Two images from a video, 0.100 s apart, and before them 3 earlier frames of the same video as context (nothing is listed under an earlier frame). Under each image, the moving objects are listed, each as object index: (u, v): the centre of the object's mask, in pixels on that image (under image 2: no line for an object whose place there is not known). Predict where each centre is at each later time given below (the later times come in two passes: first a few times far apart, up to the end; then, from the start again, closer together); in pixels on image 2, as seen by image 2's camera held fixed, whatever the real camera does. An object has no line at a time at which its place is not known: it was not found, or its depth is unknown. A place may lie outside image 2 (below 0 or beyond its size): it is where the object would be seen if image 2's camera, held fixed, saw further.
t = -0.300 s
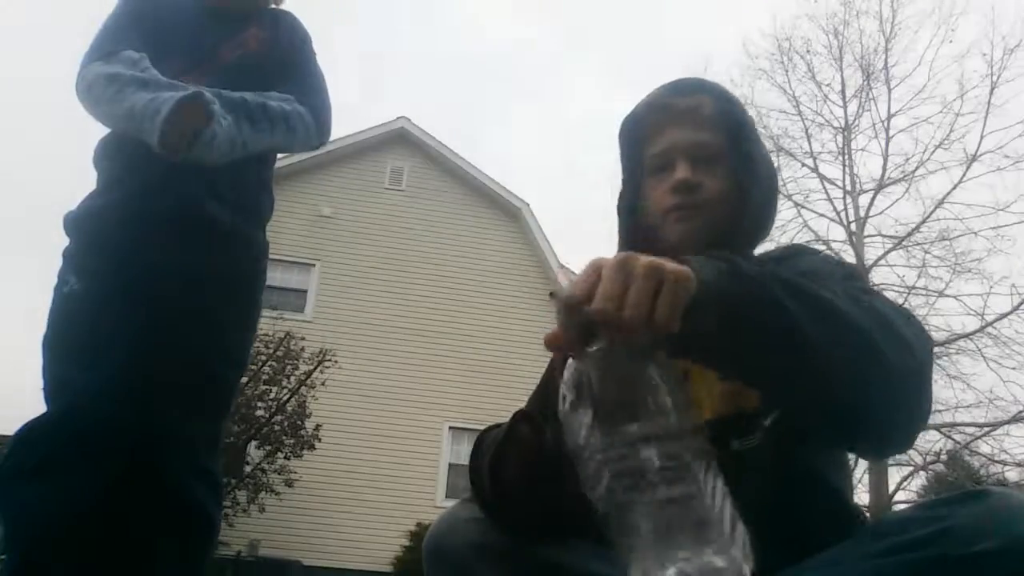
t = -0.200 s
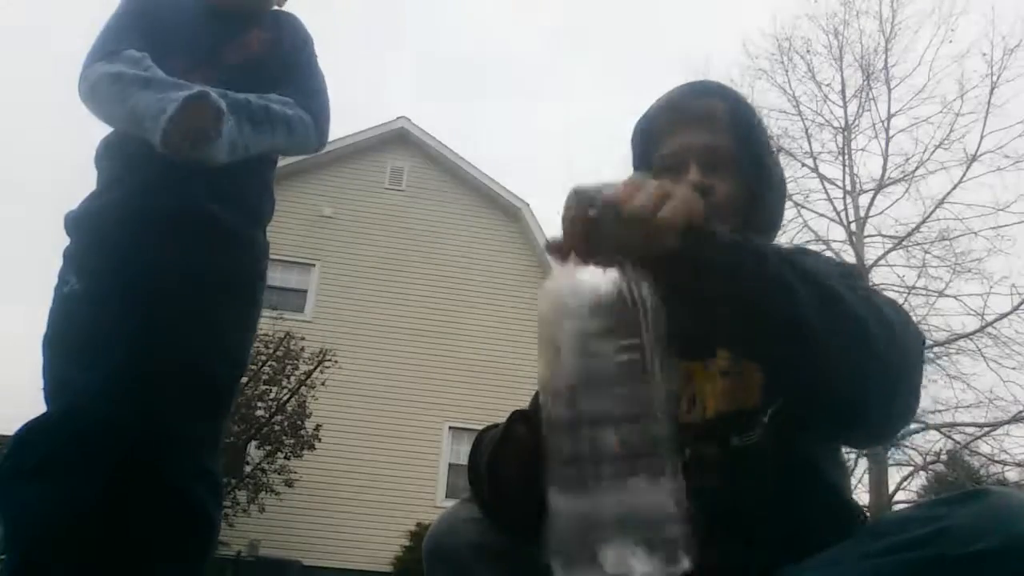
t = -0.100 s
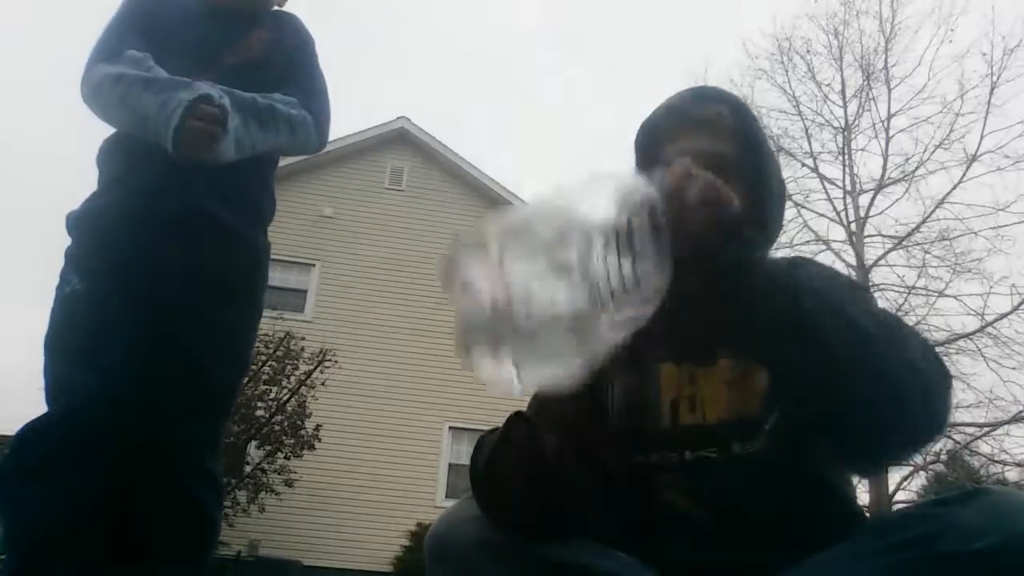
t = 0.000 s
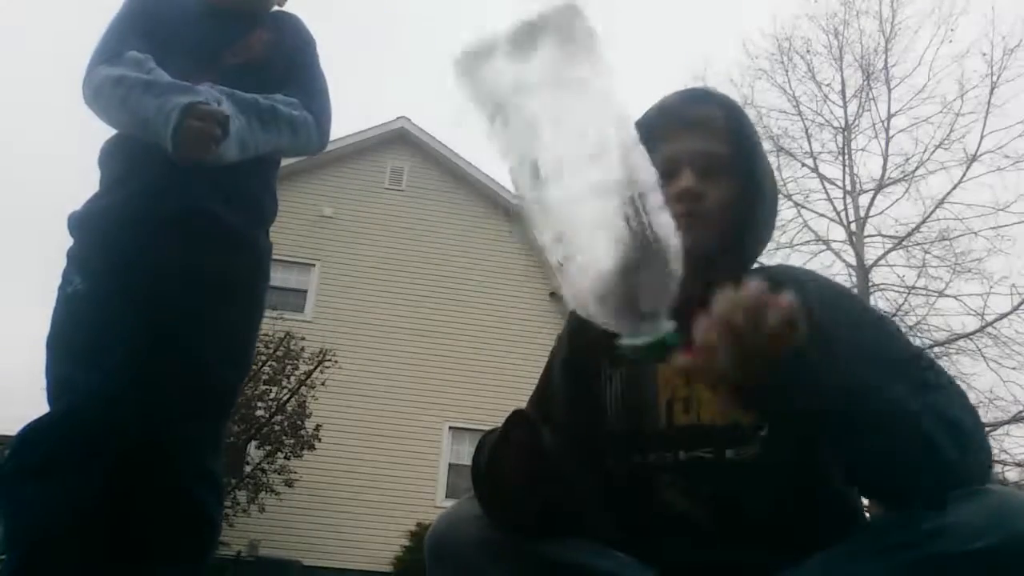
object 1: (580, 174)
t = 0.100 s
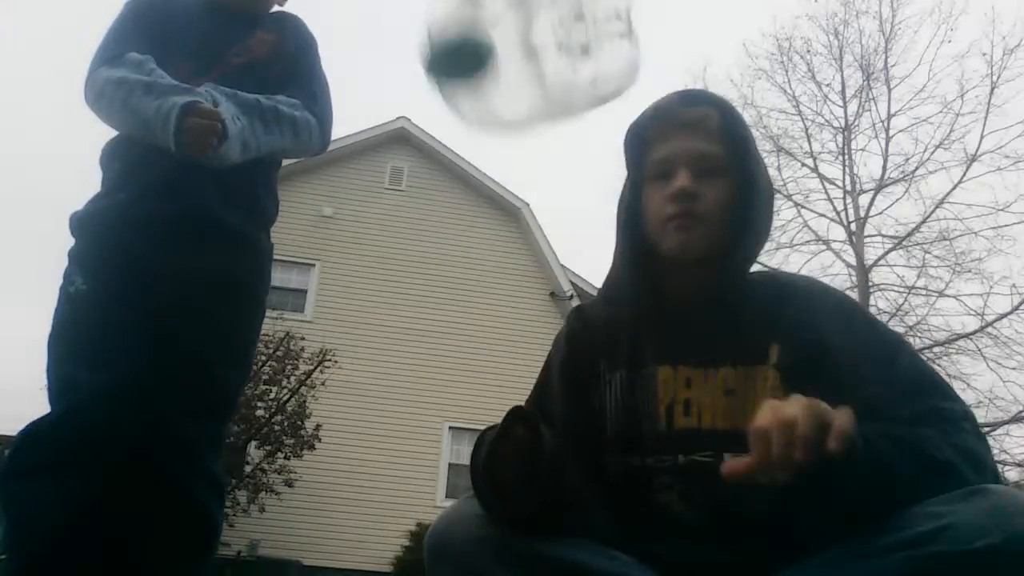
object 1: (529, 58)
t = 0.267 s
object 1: (563, 141)
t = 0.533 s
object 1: (560, 480)
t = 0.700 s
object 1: (528, 470)
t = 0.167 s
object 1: (567, 68)
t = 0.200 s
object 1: (569, 87)
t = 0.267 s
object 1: (563, 141)
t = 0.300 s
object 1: (562, 197)
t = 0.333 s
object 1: (563, 293)
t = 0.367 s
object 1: (562, 402)
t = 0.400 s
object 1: (565, 469)
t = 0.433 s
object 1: (564, 481)
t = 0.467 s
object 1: (563, 481)
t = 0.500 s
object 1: (562, 481)
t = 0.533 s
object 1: (560, 480)
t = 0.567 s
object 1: (561, 479)
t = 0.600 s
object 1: (563, 478)
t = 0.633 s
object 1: (562, 474)
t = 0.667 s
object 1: (545, 472)
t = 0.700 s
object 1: (528, 470)
